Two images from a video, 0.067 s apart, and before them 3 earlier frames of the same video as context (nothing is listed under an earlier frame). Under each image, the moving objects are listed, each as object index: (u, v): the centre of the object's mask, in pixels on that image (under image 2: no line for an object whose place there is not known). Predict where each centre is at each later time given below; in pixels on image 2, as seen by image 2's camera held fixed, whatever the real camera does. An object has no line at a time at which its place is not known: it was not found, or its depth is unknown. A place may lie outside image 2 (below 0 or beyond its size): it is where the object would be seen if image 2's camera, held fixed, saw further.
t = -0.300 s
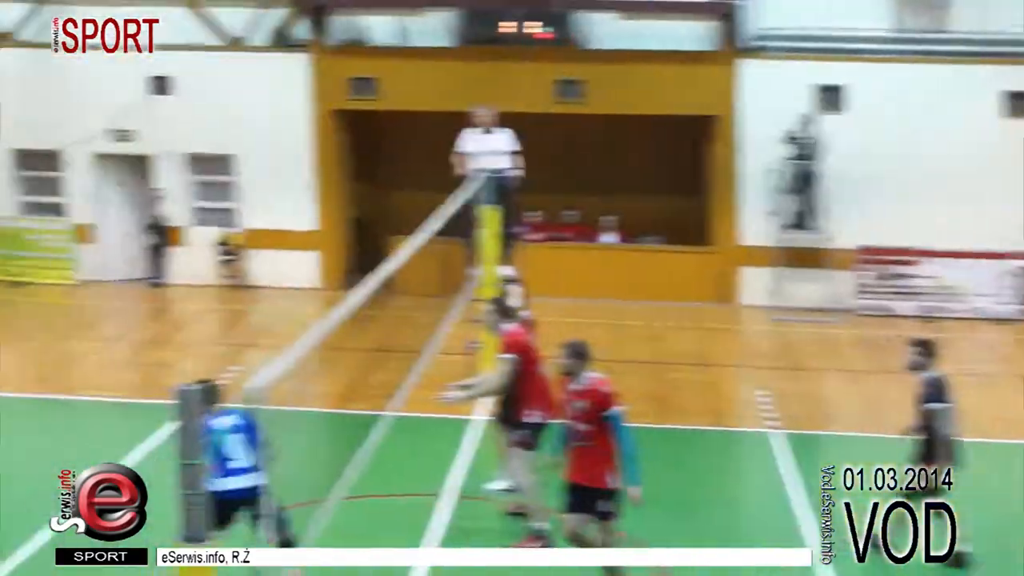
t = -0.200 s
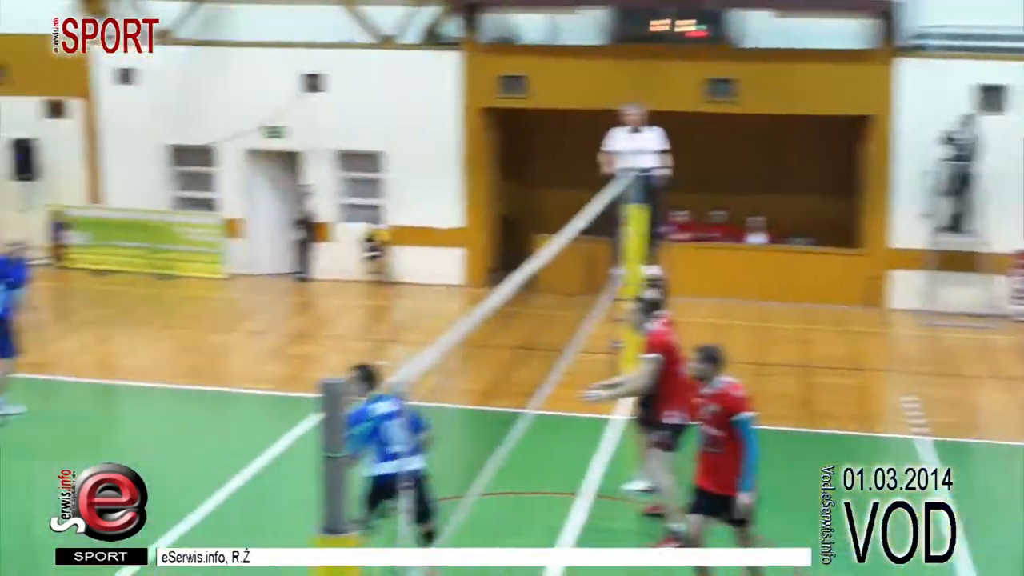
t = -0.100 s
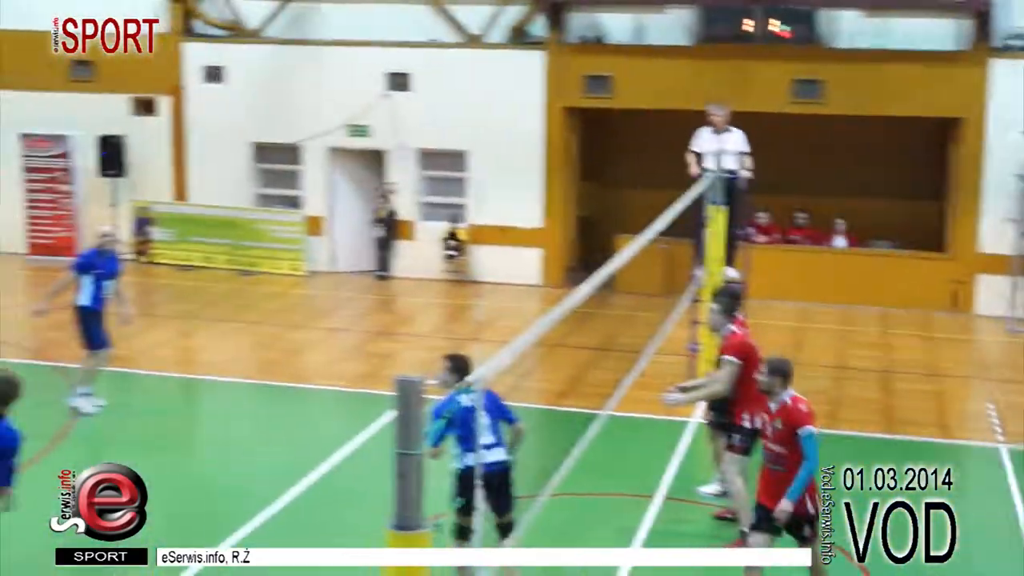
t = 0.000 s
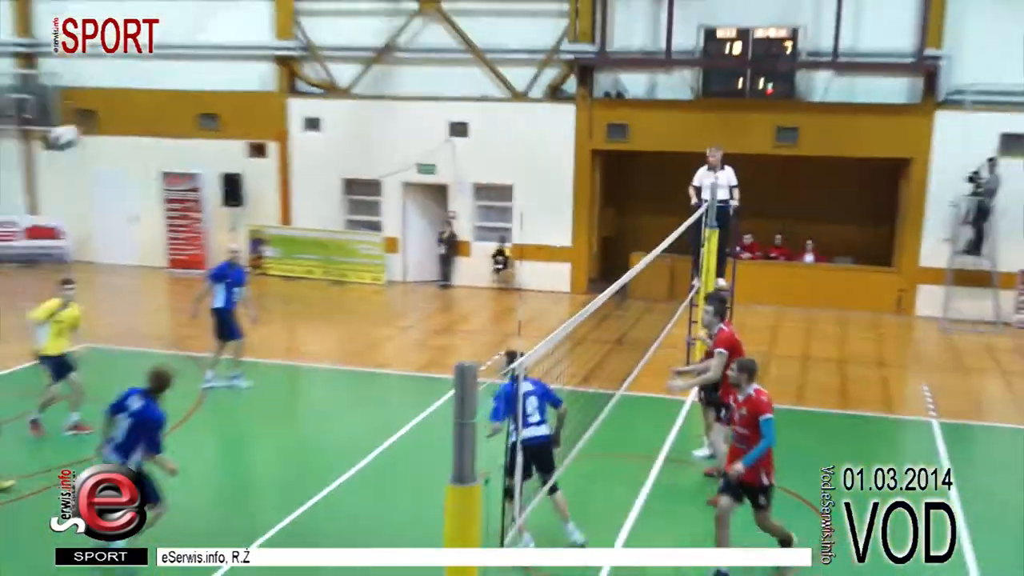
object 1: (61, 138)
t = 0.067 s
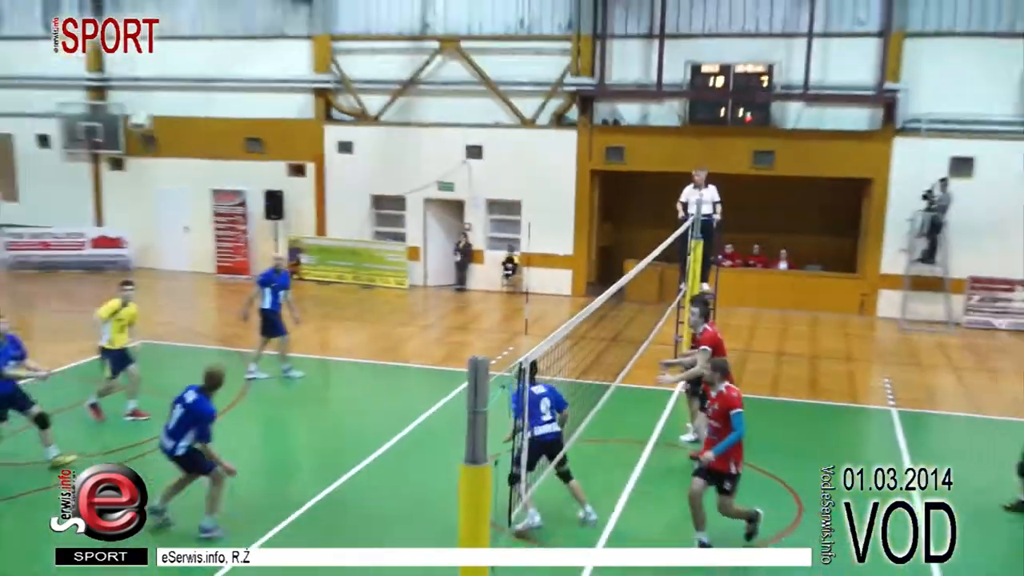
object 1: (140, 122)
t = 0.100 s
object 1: (144, 114)
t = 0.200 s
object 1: (169, 82)
